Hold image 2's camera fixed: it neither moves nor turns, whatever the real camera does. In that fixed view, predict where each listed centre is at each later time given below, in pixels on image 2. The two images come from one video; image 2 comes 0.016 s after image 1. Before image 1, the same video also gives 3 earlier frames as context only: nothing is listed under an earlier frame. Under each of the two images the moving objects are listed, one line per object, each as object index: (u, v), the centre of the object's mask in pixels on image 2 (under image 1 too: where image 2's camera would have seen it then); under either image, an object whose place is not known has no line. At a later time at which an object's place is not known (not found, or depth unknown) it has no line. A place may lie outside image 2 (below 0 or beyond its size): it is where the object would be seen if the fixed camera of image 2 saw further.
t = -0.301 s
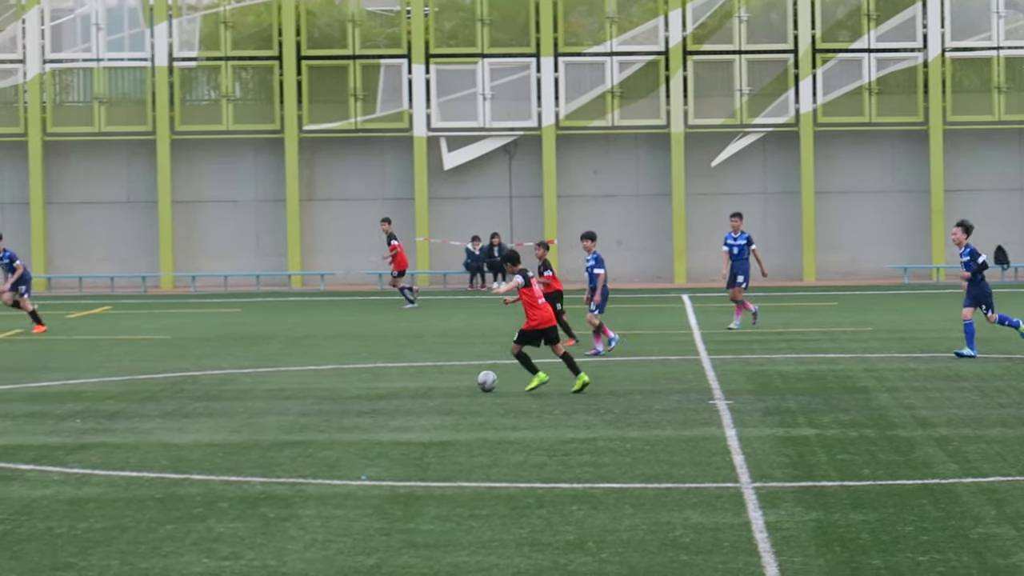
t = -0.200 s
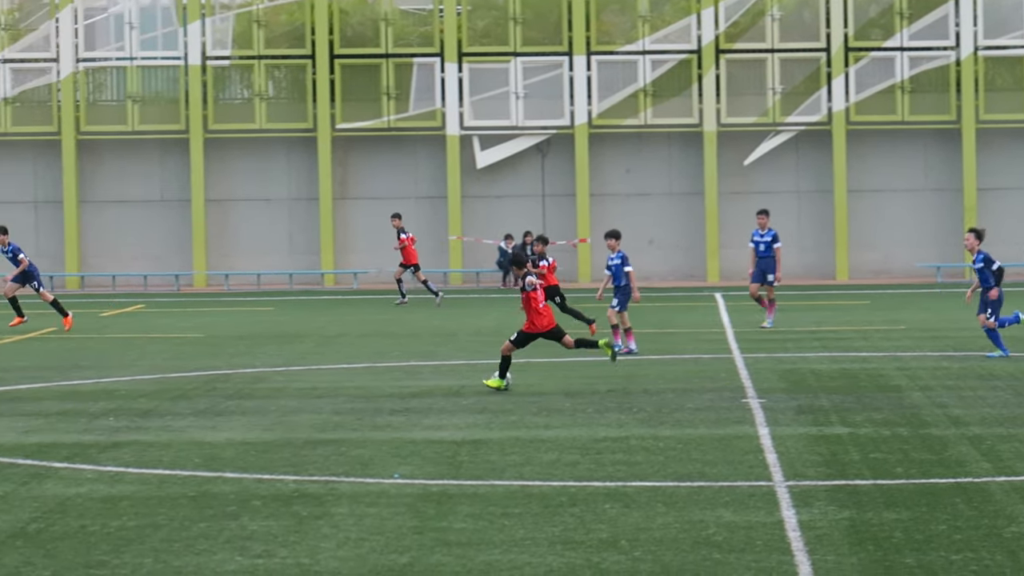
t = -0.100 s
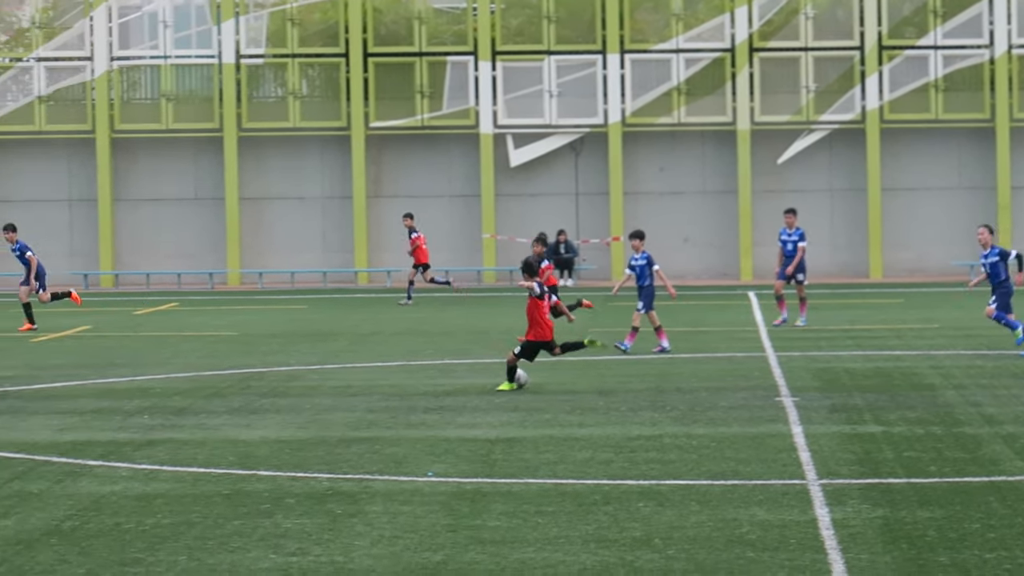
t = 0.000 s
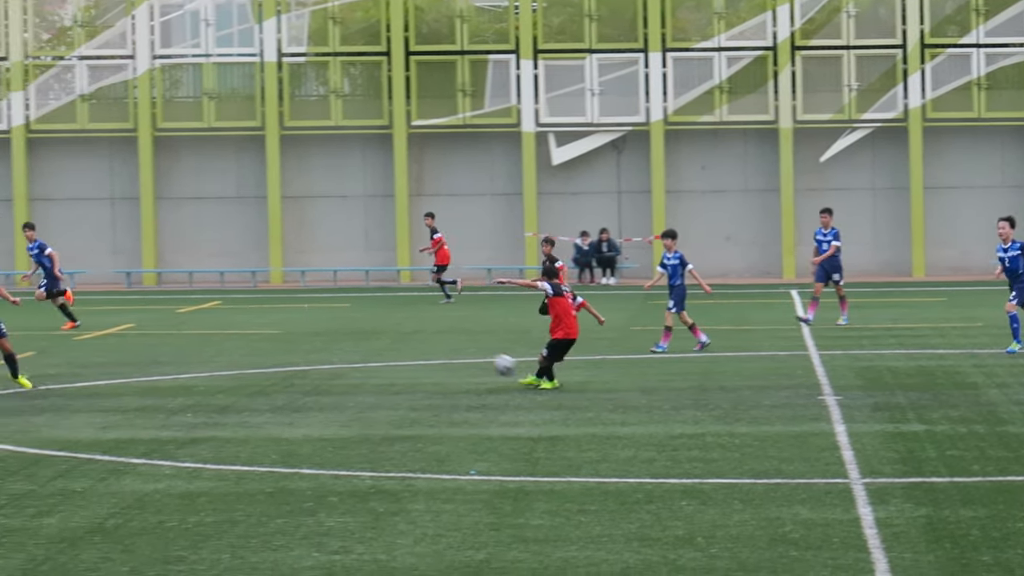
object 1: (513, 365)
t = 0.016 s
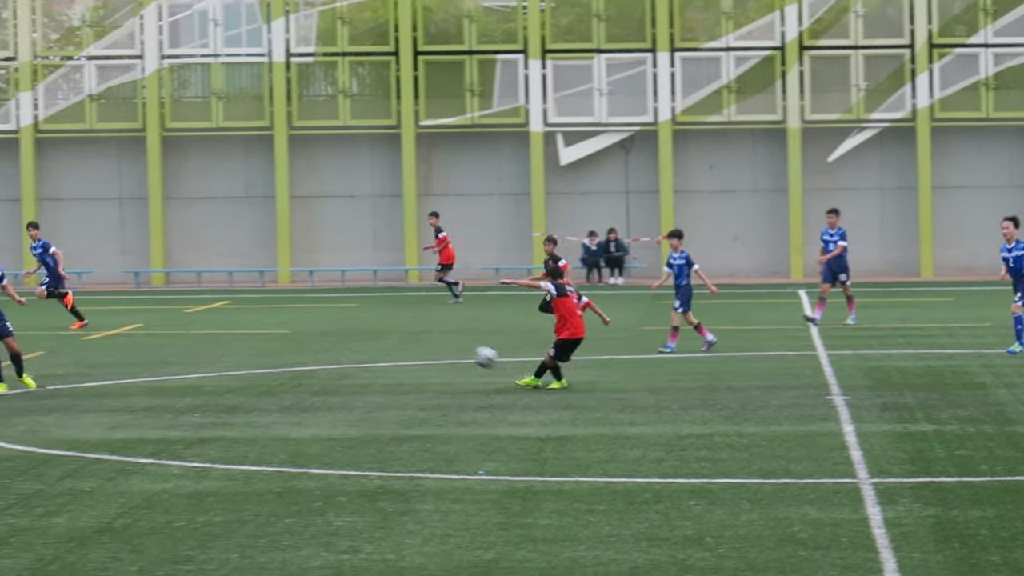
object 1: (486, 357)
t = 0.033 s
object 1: (458, 349)
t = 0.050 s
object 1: (431, 342)
